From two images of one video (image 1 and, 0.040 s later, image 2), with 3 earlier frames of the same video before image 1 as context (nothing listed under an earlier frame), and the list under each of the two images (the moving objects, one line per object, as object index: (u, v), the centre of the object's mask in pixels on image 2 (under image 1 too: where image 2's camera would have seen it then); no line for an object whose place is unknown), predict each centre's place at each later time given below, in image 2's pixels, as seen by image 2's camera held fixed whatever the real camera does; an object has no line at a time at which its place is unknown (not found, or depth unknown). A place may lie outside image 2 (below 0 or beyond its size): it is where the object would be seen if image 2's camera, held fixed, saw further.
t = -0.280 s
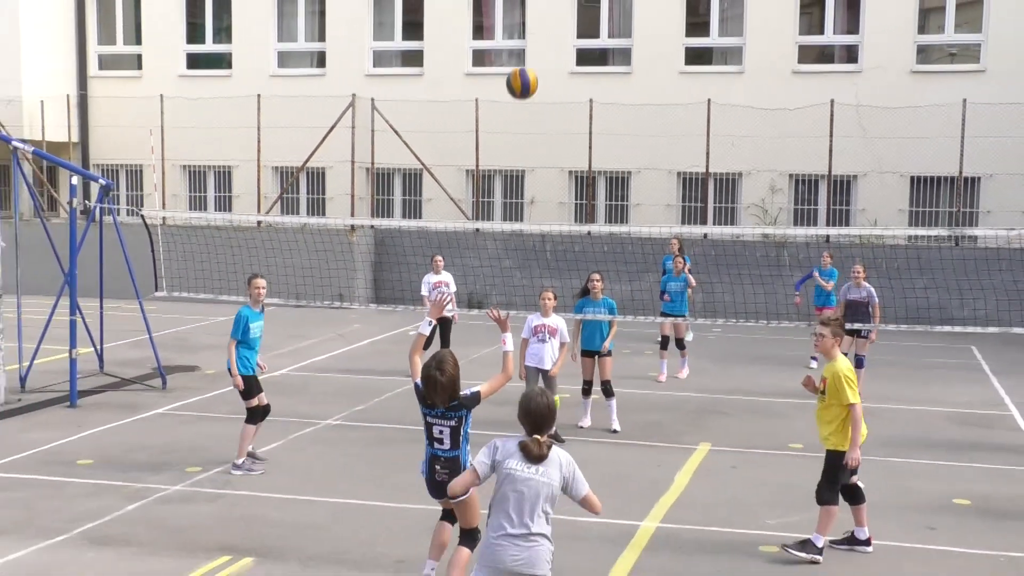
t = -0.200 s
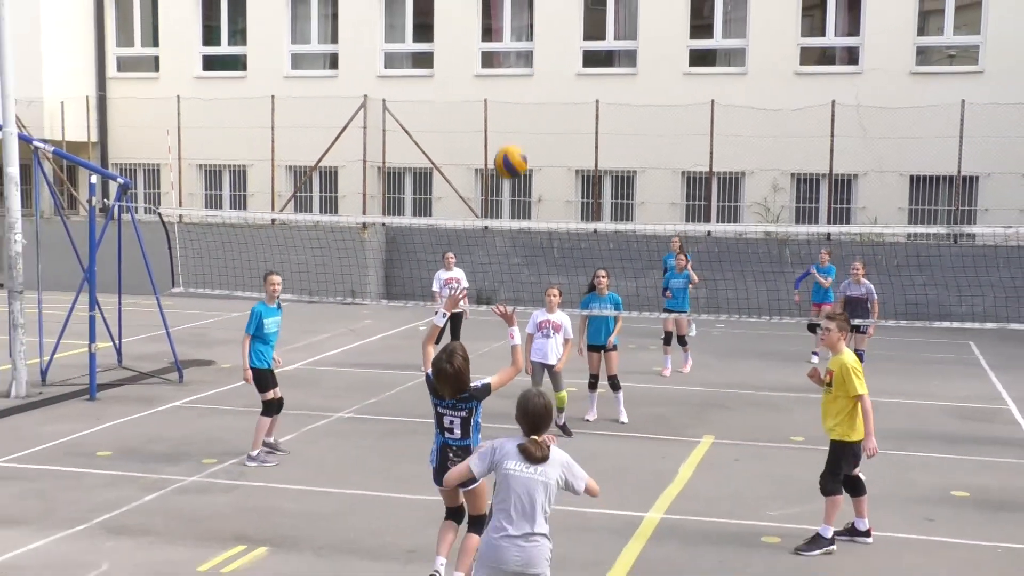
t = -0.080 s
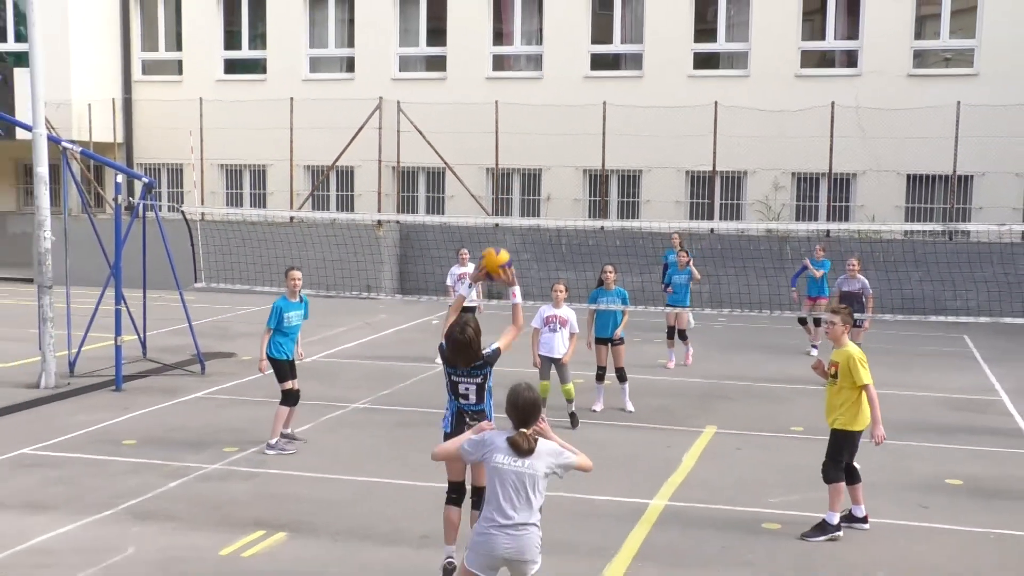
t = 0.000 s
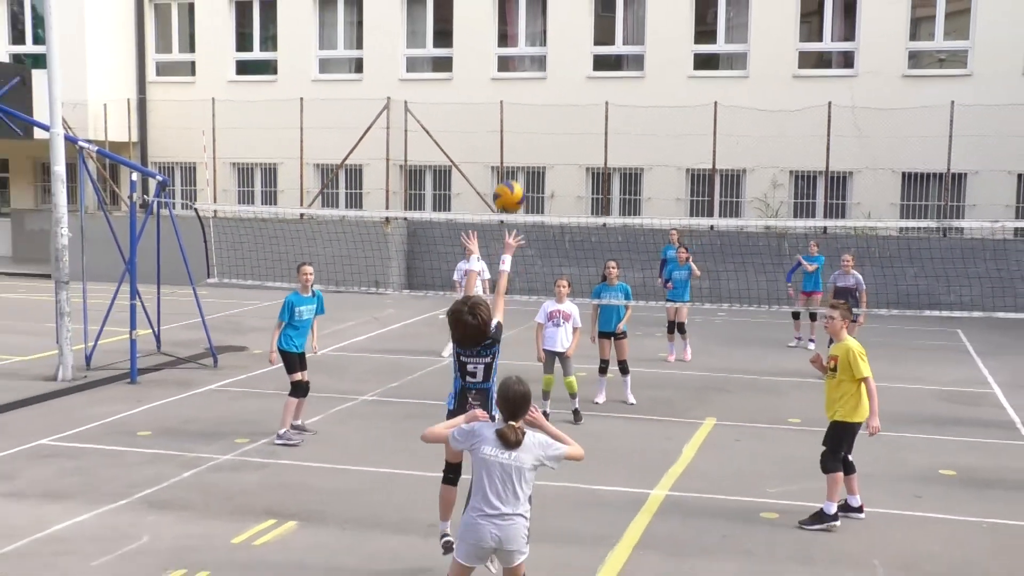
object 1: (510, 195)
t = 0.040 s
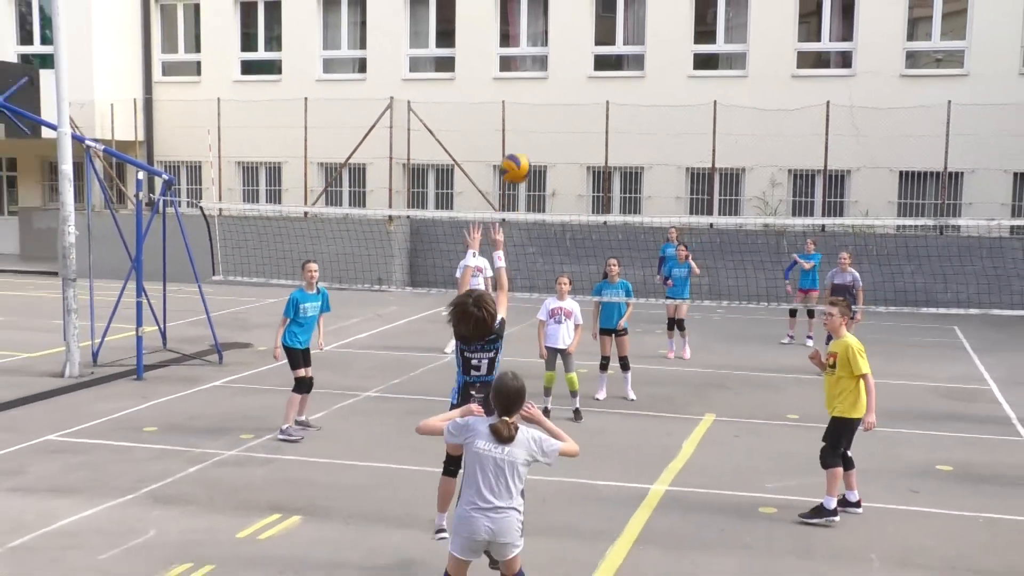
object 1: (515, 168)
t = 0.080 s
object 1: (520, 144)
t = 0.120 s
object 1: (525, 123)
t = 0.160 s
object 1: (529, 104)
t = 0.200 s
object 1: (533, 89)
